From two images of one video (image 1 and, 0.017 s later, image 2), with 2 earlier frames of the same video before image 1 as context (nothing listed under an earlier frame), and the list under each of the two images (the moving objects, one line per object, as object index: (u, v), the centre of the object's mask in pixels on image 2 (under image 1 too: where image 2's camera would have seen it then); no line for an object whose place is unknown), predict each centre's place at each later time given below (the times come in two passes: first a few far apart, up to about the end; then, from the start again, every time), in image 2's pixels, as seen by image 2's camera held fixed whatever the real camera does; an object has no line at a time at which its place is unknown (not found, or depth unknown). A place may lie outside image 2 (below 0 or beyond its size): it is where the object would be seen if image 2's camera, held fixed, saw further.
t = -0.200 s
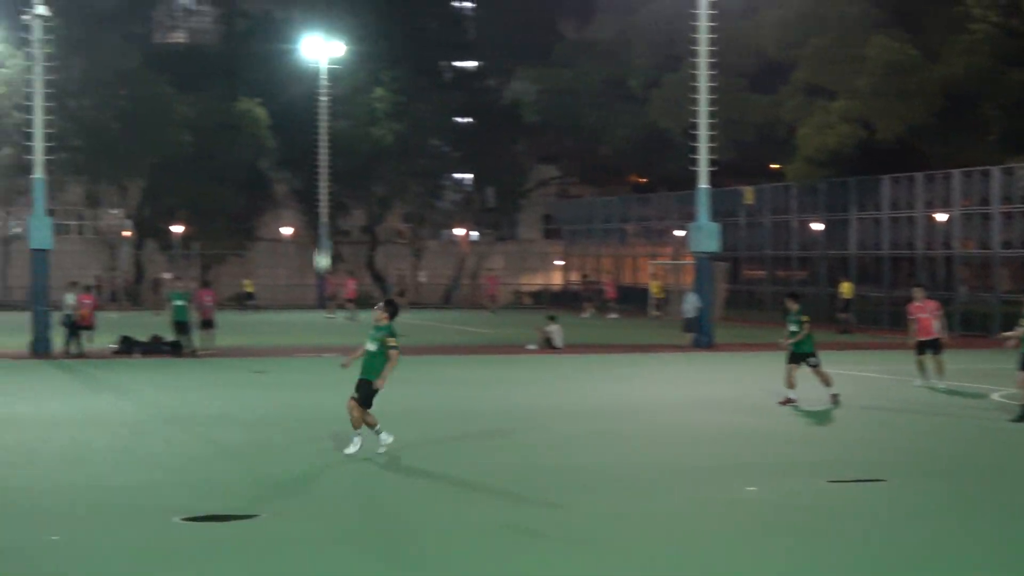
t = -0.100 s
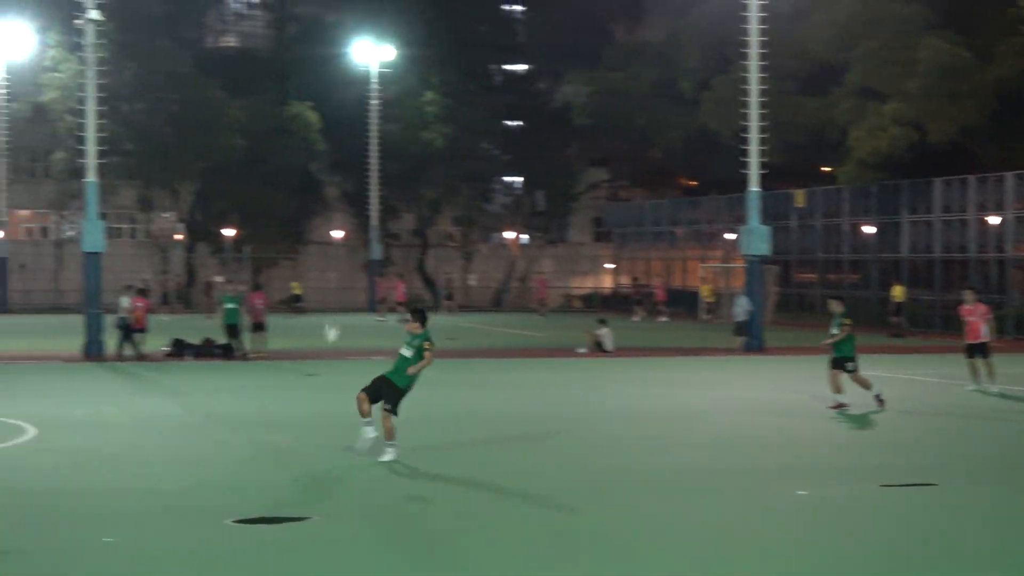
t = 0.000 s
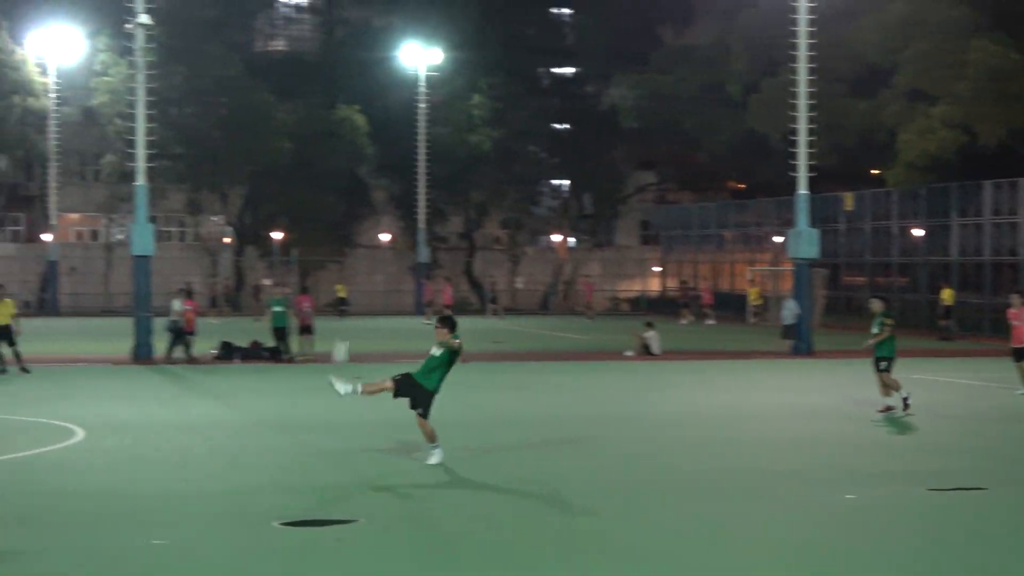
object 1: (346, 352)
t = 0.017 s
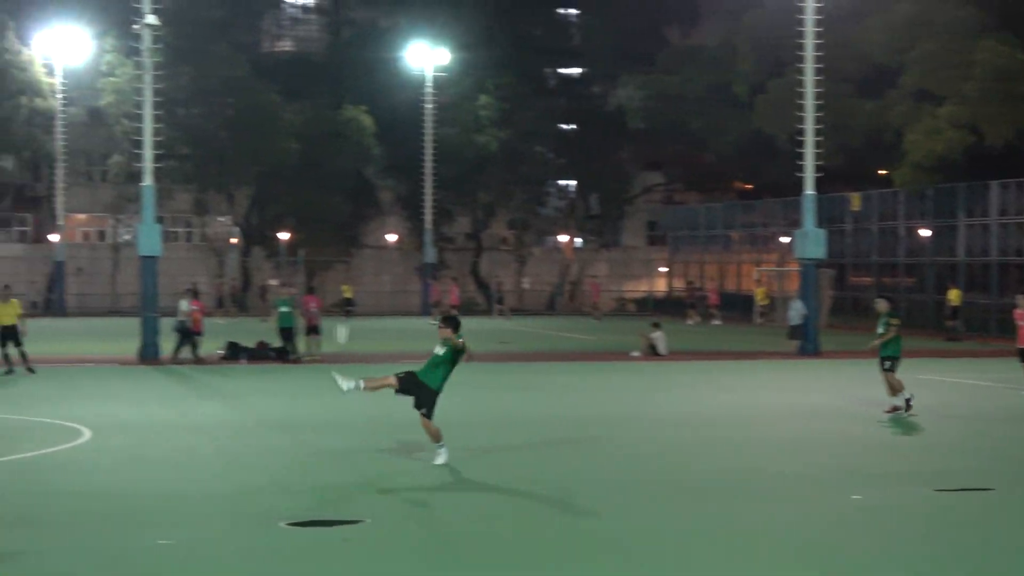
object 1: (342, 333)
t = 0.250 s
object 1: (272, 125)
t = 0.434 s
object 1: (222, 12)
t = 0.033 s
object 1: (335, 316)
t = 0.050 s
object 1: (328, 298)
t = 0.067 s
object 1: (323, 282)
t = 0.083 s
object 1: (319, 265)
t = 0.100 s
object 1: (313, 250)
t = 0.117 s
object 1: (309, 234)
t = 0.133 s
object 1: (303, 217)
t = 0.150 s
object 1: (298, 204)
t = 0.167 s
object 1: (293, 190)
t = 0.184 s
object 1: (289, 176)
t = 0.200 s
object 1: (284, 162)
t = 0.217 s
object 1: (280, 149)
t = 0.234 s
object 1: (277, 137)
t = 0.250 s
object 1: (272, 125)
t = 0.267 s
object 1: (268, 113)
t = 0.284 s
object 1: (263, 101)
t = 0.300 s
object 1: (258, 90)
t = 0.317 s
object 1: (254, 78)
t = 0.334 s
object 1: (249, 68)
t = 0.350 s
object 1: (244, 58)
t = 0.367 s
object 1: (240, 48)
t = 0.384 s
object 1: (235, 38)
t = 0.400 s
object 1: (231, 29)
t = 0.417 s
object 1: (227, 20)
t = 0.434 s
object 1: (222, 12)
